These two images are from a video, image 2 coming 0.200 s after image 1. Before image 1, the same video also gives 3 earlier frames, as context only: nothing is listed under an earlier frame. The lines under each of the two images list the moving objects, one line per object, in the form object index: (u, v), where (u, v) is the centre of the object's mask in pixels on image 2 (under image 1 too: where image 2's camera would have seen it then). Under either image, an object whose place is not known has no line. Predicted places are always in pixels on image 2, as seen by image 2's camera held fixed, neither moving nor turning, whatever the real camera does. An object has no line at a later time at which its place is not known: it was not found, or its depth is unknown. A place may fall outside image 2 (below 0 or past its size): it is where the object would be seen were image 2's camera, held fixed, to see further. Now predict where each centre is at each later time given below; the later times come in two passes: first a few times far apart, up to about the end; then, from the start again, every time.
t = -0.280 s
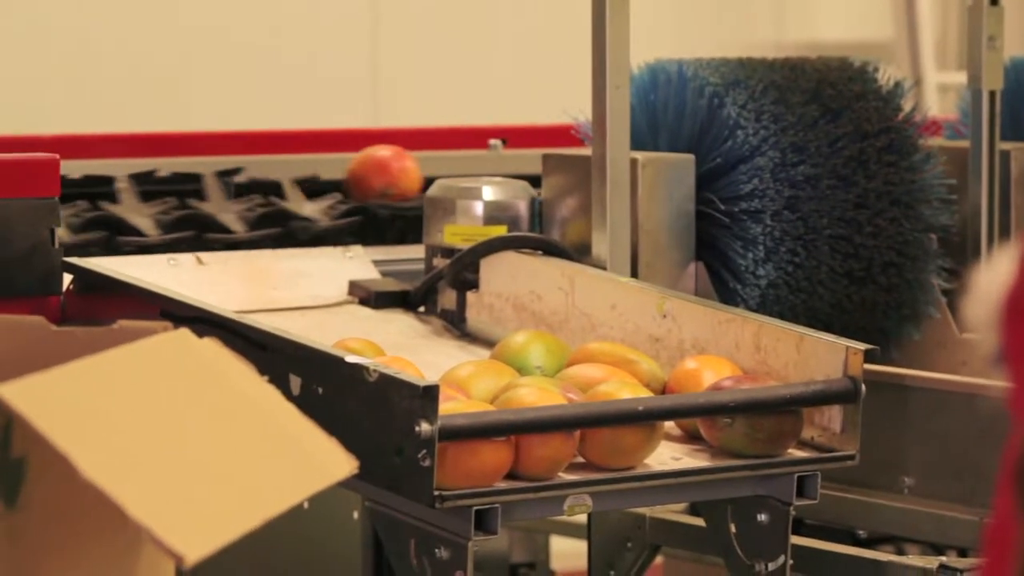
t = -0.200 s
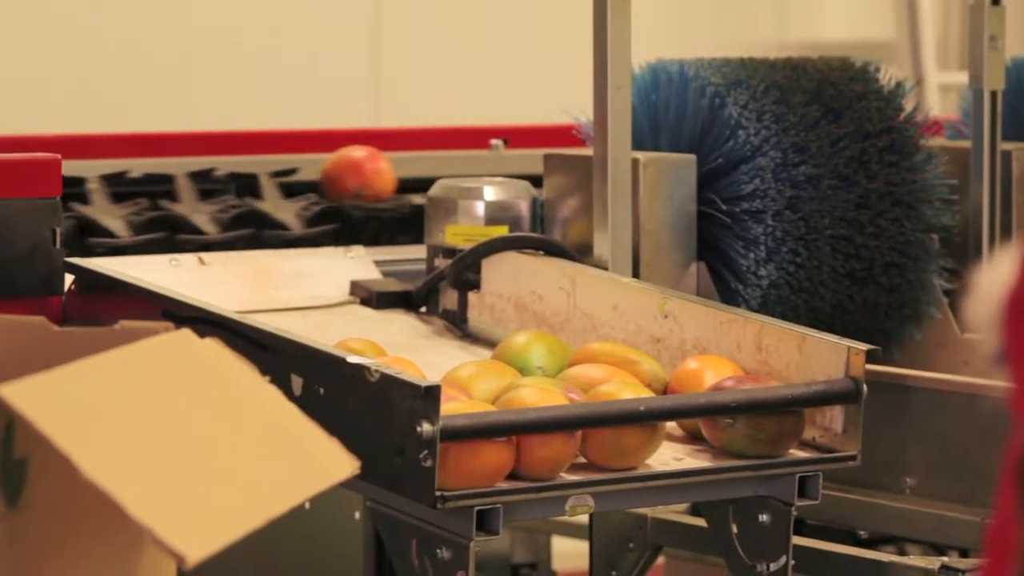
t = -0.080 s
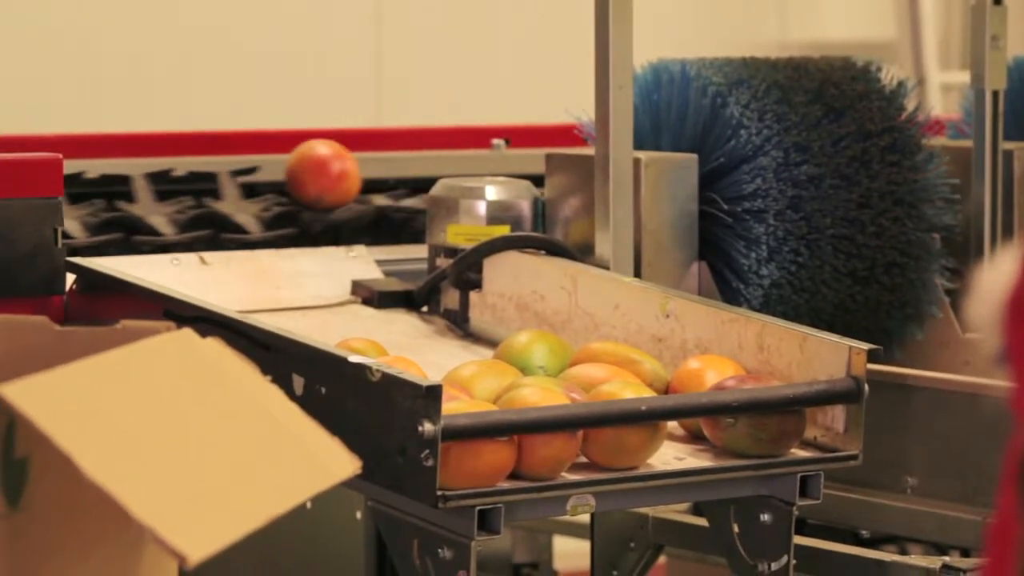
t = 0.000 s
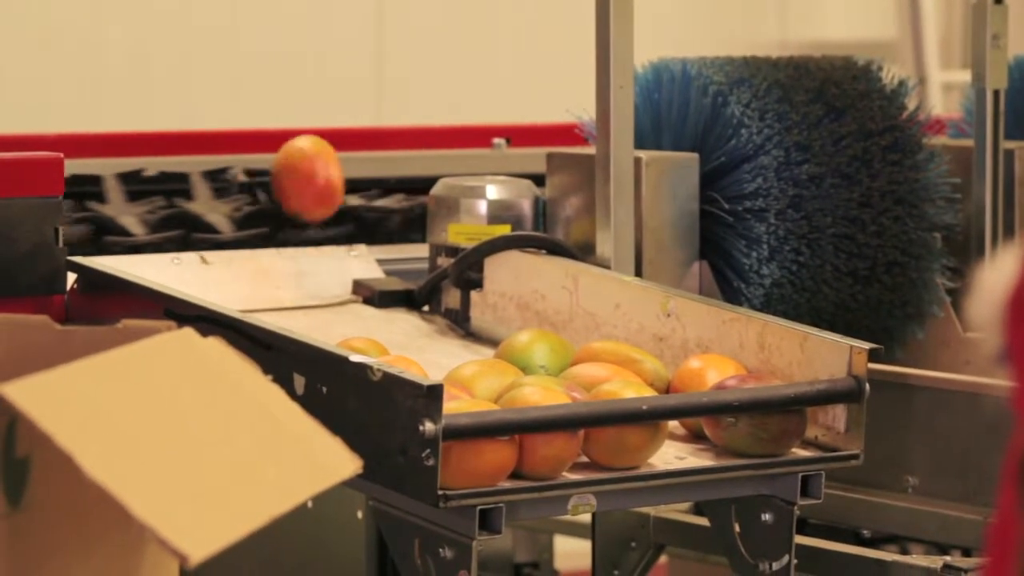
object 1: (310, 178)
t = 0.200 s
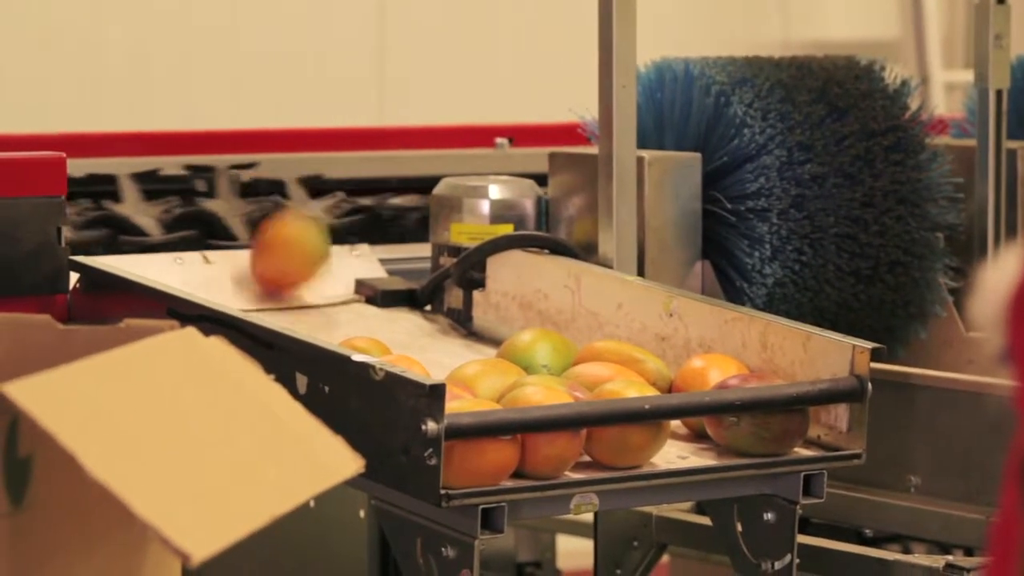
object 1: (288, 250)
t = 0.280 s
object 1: (299, 274)
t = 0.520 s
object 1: (328, 301)
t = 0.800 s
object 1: (356, 324)
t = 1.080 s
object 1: (406, 348)
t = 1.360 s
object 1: (406, 349)
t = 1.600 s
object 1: (408, 350)
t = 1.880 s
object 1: (407, 349)
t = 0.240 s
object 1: (294, 277)
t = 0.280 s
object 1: (299, 274)
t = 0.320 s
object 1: (302, 275)
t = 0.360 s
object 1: (306, 286)
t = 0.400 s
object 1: (314, 310)
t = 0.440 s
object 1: (318, 302)
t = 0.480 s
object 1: (322, 297)
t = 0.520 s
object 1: (328, 301)
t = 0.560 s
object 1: (334, 312)
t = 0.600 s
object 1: (339, 319)
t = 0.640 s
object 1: (341, 324)
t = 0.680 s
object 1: (346, 318)
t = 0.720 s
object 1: (349, 316)
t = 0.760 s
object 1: (352, 318)
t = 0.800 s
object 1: (356, 324)
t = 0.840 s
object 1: (358, 333)
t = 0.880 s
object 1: (368, 337)
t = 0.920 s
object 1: (375, 334)
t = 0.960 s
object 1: (382, 336)
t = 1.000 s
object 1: (390, 339)
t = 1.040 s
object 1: (398, 343)
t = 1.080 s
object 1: (406, 348)
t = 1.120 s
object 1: (408, 350)
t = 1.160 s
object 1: (407, 348)
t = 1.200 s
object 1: (407, 346)
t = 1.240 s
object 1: (407, 346)
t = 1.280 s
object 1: (406, 347)
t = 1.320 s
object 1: (407, 349)
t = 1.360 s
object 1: (406, 349)
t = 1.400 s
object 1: (404, 347)
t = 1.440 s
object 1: (401, 345)
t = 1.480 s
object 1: (401, 345)
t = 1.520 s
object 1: (404, 347)
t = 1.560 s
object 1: (407, 349)
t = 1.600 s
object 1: (408, 350)
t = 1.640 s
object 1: (408, 349)
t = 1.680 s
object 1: (408, 349)
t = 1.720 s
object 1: (408, 349)
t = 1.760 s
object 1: (409, 350)
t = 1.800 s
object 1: (409, 350)
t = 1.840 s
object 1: (408, 349)
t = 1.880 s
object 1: (407, 349)
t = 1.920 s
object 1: (407, 349)
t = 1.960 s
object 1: (407, 349)
